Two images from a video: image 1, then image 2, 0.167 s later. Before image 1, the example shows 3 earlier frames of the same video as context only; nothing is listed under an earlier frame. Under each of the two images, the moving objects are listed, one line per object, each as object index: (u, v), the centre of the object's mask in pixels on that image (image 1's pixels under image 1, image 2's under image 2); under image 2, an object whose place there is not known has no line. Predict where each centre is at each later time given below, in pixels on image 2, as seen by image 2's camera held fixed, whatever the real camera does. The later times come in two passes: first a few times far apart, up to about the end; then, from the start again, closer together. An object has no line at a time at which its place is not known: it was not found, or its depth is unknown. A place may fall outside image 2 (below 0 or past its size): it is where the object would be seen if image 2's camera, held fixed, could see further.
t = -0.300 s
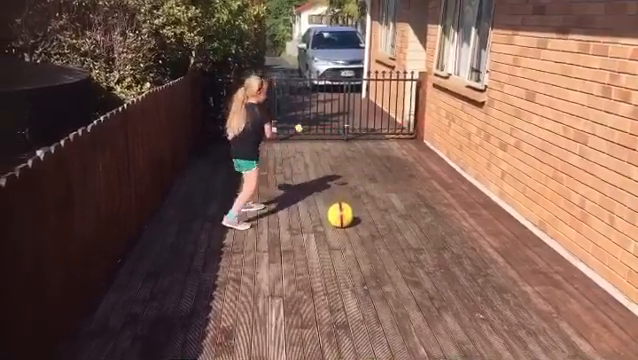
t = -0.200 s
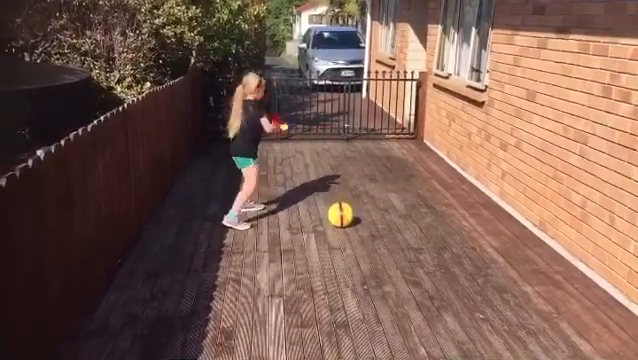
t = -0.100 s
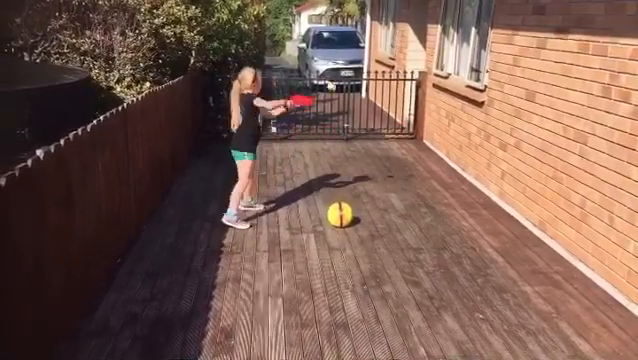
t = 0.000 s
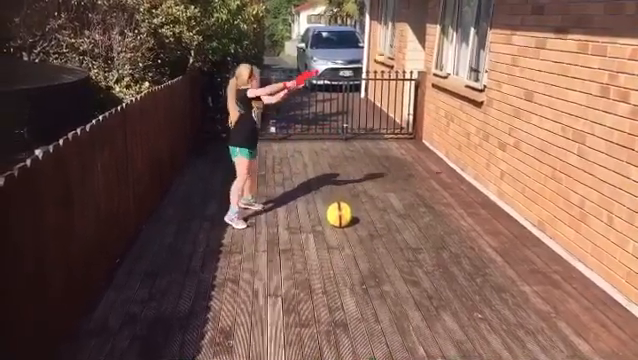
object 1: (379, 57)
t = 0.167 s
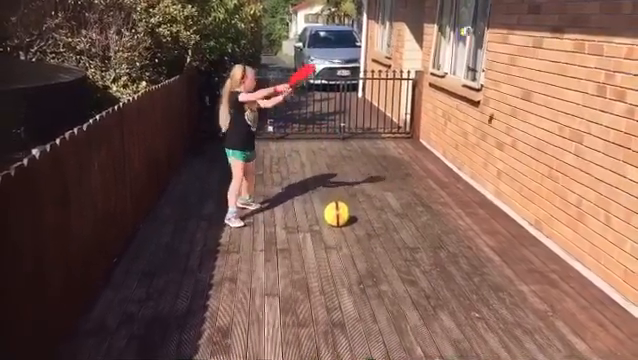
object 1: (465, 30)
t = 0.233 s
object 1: (503, 30)
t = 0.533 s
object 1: (479, 98)
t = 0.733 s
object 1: (409, 207)
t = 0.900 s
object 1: (370, 206)
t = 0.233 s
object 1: (503, 30)
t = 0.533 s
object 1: (479, 98)
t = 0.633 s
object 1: (443, 146)
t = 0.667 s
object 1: (433, 165)
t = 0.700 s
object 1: (421, 186)
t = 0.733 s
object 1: (409, 207)
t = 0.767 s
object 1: (399, 230)
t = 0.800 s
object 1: (389, 244)
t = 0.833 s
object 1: (382, 231)
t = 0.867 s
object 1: (376, 218)
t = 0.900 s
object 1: (370, 206)
